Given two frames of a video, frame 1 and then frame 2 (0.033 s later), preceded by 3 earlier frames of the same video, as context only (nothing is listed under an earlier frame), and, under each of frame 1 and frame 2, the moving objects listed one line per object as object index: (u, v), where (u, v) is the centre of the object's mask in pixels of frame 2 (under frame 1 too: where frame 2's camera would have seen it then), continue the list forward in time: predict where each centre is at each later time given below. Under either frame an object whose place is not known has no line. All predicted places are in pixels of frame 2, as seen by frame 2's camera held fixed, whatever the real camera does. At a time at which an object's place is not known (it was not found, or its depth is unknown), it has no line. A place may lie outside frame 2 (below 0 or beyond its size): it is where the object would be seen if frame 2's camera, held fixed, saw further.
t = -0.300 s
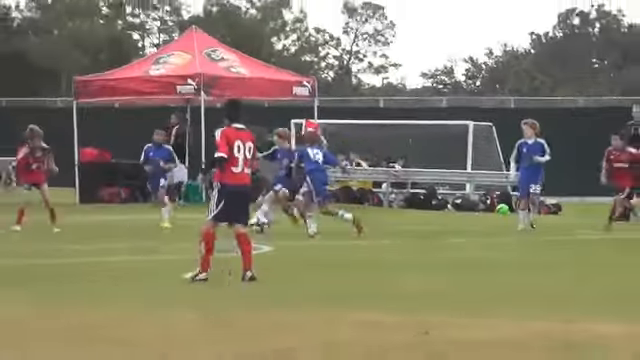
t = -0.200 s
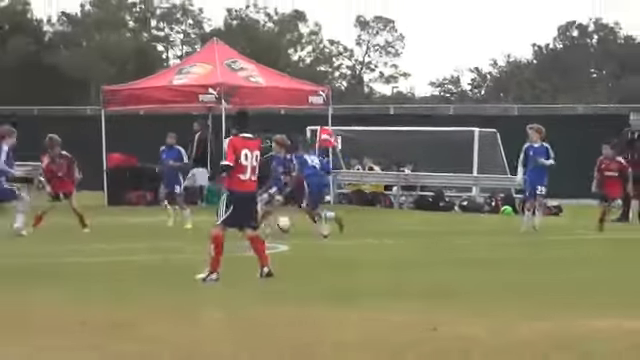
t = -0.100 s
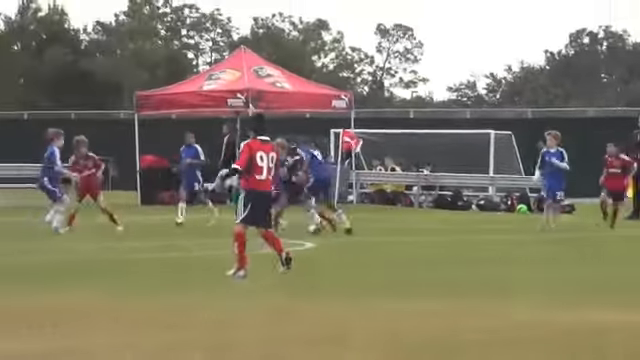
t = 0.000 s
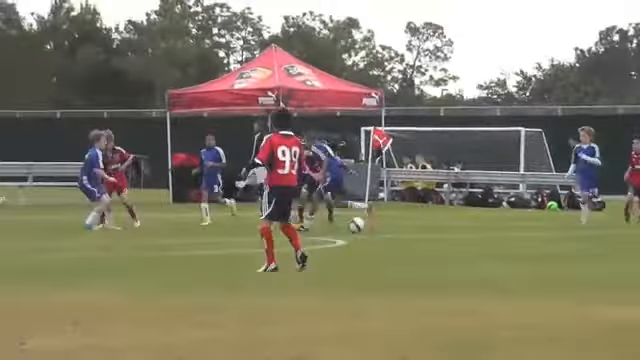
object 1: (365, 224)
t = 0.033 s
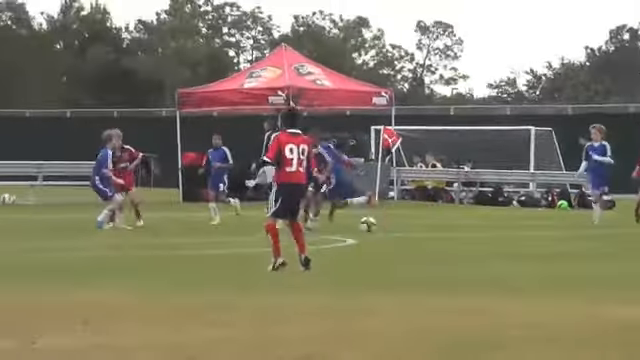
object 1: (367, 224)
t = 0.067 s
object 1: (370, 224)
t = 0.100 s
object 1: (374, 227)
